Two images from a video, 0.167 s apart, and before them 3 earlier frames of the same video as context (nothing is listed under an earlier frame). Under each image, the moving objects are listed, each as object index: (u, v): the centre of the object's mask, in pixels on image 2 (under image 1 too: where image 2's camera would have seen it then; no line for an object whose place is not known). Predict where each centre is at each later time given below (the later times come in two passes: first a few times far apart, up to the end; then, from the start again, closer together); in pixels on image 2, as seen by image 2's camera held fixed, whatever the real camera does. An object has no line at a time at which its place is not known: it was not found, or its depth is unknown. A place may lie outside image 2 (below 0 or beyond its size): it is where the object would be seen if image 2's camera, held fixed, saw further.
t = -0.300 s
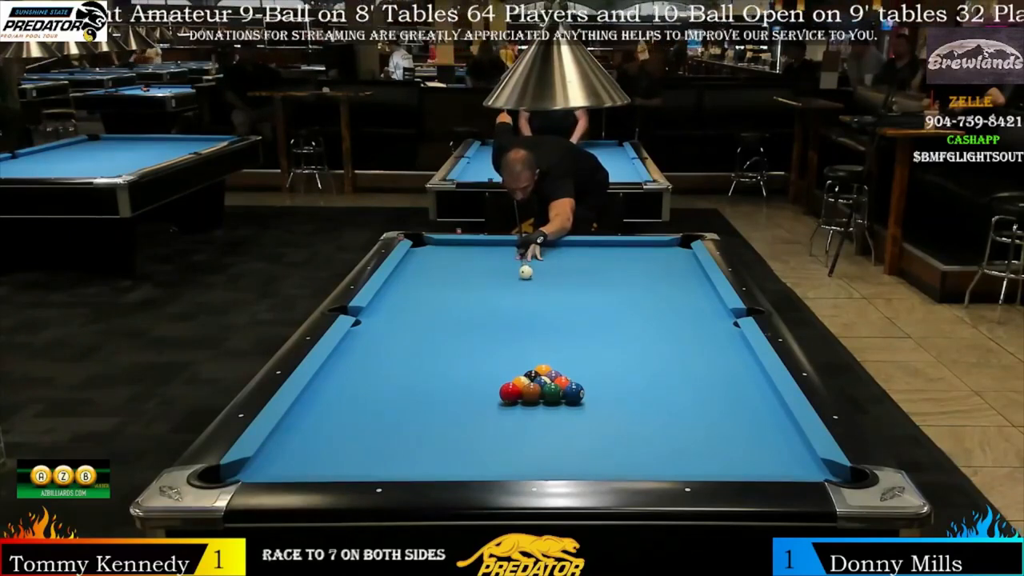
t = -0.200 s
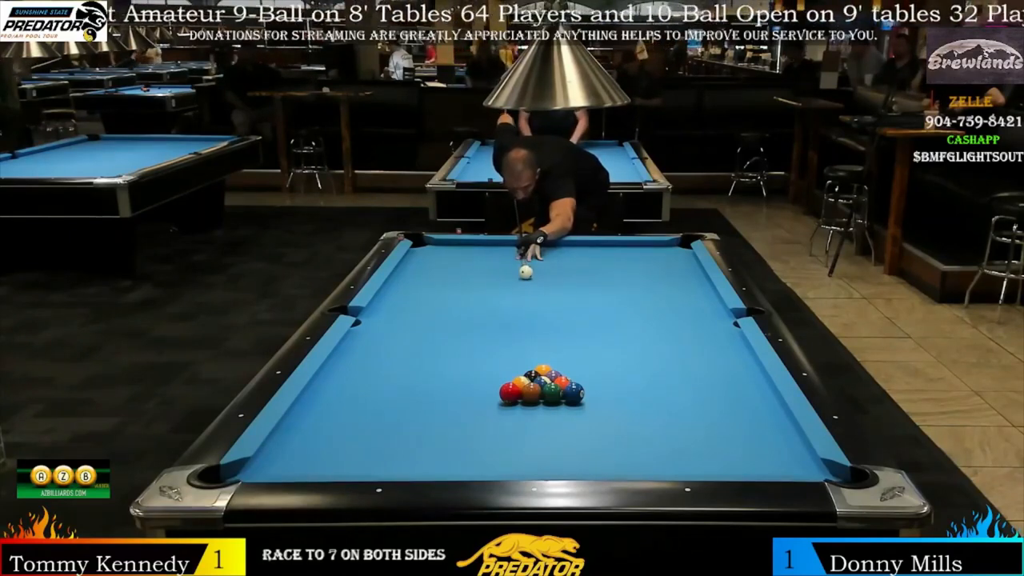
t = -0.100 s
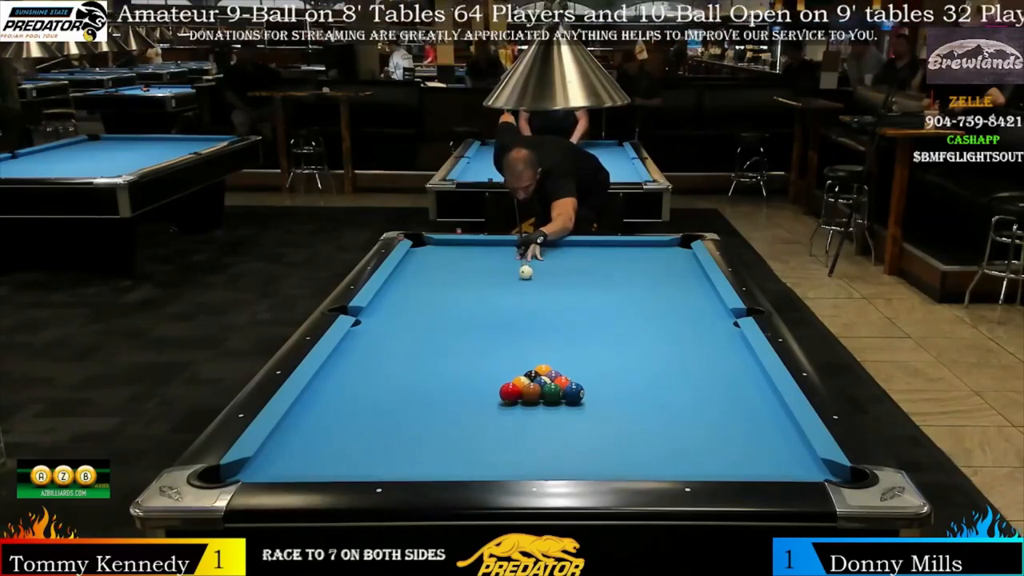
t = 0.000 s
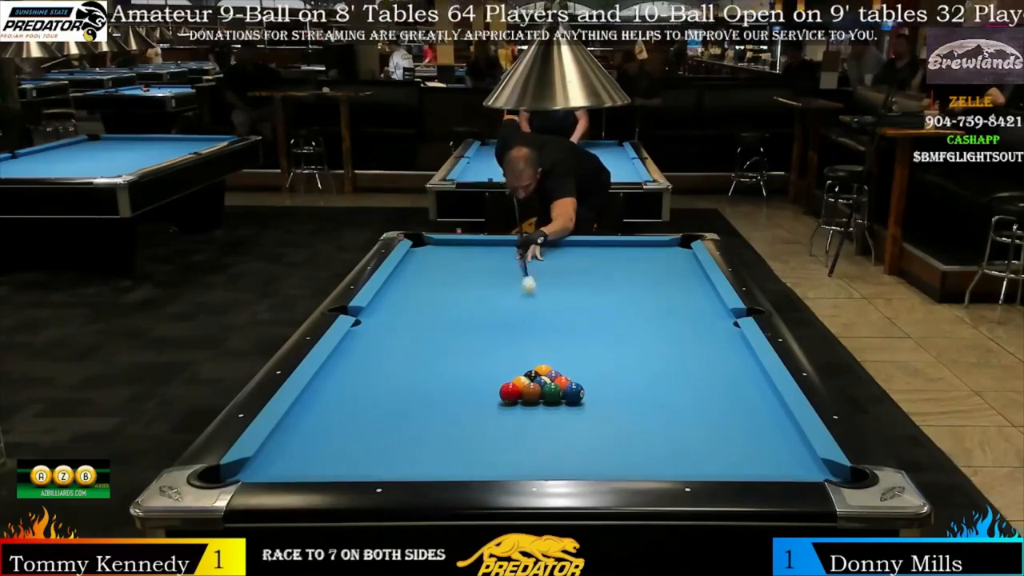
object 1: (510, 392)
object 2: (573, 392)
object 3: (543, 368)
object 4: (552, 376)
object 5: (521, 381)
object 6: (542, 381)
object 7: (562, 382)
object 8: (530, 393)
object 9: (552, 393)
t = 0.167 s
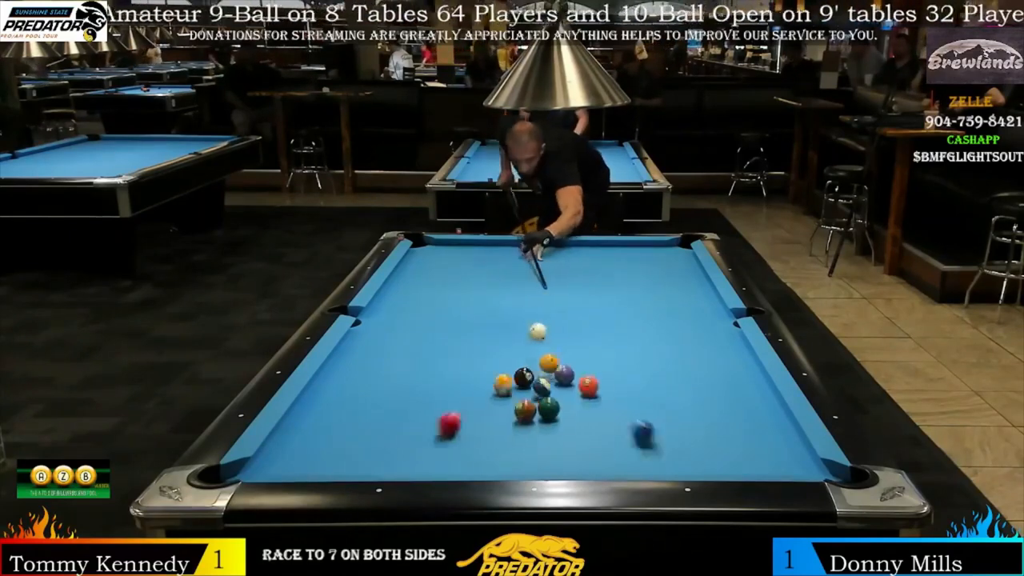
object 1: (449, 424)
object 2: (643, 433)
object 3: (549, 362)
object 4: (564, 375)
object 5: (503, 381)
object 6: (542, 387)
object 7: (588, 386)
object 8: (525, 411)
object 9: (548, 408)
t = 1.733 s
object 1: (540, 254)
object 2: (506, 251)
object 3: (657, 294)
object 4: (710, 295)
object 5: (416, 350)
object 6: (583, 367)
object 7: (597, 354)
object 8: (495, 324)
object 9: (481, 405)
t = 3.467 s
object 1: (629, 307)
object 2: (382, 302)
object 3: (673, 256)
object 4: (638, 263)
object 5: (444, 328)
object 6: (628, 326)
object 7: (526, 321)
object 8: (575, 297)
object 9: (444, 396)
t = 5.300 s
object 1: (398, 403)
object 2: (401, 324)
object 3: (646, 244)
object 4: (601, 249)
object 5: (423, 322)
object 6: (640, 312)
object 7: (534, 309)
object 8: (685, 285)
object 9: (444, 396)
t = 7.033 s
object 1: (261, 463)
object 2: (402, 327)
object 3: (645, 245)
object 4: (595, 247)
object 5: (423, 323)
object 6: (640, 312)
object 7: (534, 309)
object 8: (693, 281)
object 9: (444, 396)
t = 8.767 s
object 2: (402, 327)
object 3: (645, 246)
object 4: (595, 247)
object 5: (423, 322)
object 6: (639, 312)
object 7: (534, 309)
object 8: (693, 281)
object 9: (444, 396)
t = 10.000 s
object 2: (402, 327)
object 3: (645, 246)
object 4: (595, 247)
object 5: (423, 322)
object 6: (640, 312)
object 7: (534, 309)
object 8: (693, 281)
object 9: (444, 396)
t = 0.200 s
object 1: (416, 441)
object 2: (683, 456)
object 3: (552, 363)
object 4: (569, 373)
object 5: (496, 384)
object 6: (541, 389)
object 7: (599, 386)
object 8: (522, 420)
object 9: (547, 415)
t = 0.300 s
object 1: (341, 458)
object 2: (740, 443)
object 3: (561, 360)
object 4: (581, 365)
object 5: (476, 381)
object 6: (540, 393)
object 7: (629, 385)
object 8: (513, 446)
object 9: (541, 438)
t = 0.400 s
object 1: (322, 428)
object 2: (764, 409)
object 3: (571, 354)
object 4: (594, 359)
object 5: (455, 380)
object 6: (540, 396)
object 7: (659, 384)
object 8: (504, 466)
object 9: (536, 460)
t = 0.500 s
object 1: (307, 402)
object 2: (749, 383)
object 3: (579, 348)
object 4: (605, 352)
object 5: (435, 377)
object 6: (540, 398)
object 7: (688, 384)
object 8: (502, 453)
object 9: (533, 461)
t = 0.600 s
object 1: (336, 381)
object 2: (718, 362)
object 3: (587, 343)
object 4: (616, 346)
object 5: (415, 375)
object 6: (539, 401)
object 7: (716, 383)
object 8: (500, 436)
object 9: (533, 448)
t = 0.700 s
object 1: (364, 363)
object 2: (690, 342)
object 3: (595, 337)
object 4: (627, 341)
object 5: (396, 373)
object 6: (540, 404)
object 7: (745, 383)
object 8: (499, 421)
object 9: (533, 435)
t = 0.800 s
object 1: (391, 348)
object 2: (666, 326)
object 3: (603, 332)
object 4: (636, 335)
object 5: (377, 371)
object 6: (541, 404)
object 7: (755, 381)
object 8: (498, 408)
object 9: (533, 422)
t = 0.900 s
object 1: (413, 333)
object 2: (644, 311)
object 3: (609, 327)
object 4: (645, 329)
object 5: (359, 369)
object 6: (543, 404)
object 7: (735, 378)
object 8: (496, 395)
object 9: (530, 415)
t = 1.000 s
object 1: (434, 320)
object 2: (624, 298)
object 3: (616, 323)
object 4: (655, 325)
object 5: (342, 367)
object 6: (549, 400)
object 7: (716, 374)
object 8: (495, 383)
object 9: (523, 414)
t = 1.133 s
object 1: (459, 305)
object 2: (601, 282)
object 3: (625, 317)
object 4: (666, 319)
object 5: (341, 364)
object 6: (556, 393)
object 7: (692, 370)
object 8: (494, 369)
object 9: (514, 412)
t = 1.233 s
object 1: (475, 295)
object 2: (586, 272)
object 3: (631, 312)
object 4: (674, 314)
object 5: (355, 362)
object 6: (561, 388)
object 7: (675, 367)
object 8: (493, 359)
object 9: (508, 411)
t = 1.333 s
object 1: (490, 285)
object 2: (571, 262)
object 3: (636, 308)
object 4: (682, 310)
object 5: (368, 359)
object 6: (566, 384)
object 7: (658, 364)
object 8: (492, 350)
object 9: (502, 409)
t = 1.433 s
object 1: (504, 276)
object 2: (559, 253)
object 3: (642, 304)
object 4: (689, 306)
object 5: (381, 357)
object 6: (570, 379)
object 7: (642, 362)
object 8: (491, 341)
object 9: (496, 408)
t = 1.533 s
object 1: (517, 268)
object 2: (547, 245)
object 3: (647, 301)
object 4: (696, 302)
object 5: (393, 355)
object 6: (575, 375)
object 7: (626, 359)
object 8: (490, 333)
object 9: (491, 407)
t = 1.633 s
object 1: (529, 261)
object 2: (528, 246)
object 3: (653, 297)
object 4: (703, 299)
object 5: (405, 353)
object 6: (579, 371)
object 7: (611, 356)
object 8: (490, 327)
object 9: (486, 406)
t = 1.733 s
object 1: (540, 254)
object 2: (506, 251)
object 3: (657, 294)
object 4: (710, 295)
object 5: (416, 350)
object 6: (583, 367)
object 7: (597, 354)
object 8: (495, 324)
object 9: (481, 405)
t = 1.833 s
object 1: (550, 247)
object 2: (483, 256)
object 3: (662, 291)
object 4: (707, 292)
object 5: (427, 349)
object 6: (586, 364)
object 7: (582, 350)
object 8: (499, 322)
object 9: (477, 404)
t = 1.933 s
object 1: (562, 244)
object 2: (459, 262)
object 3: (667, 287)
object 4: (701, 290)
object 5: (438, 347)
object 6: (590, 361)
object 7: (569, 349)
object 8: (503, 320)
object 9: (472, 403)
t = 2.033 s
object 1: (579, 247)
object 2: (434, 267)
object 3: (671, 284)
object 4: (696, 288)
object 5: (448, 345)
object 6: (594, 358)
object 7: (556, 347)
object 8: (507, 318)
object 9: (469, 402)
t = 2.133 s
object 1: (595, 251)
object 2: (408, 272)
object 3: (675, 282)
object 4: (691, 285)
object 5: (458, 343)
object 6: (597, 355)
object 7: (543, 345)
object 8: (511, 316)
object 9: (465, 401)
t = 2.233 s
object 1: (613, 255)
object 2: (403, 277)
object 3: (677, 278)
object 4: (686, 283)
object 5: (467, 342)
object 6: (600, 352)
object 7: (530, 343)
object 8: (515, 314)
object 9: (462, 400)
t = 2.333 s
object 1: (630, 259)
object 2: (415, 283)
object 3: (685, 274)
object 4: (681, 281)
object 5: (476, 340)
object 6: (603, 349)
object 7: (518, 341)
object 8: (518, 312)
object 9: (459, 400)
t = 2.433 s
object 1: (648, 264)
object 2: (426, 288)
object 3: (686, 273)
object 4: (676, 280)
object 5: (485, 338)
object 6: (606, 346)
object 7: (507, 338)
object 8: (521, 310)
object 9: (456, 399)
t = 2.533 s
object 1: (667, 267)
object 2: (420, 290)
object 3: (690, 272)
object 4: (672, 277)
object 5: (481, 337)
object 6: (609, 344)
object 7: (508, 336)
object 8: (524, 309)
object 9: (454, 399)
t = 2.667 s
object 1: (694, 274)
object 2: (412, 291)
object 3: (694, 265)
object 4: (666, 275)
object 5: (475, 335)
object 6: (612, 341)
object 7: (511, 333)
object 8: (528, 306)
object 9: (451, 398)
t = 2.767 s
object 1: (696, 278)
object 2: (406, 292)
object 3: (695, 265)
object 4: (662, 274)
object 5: (469, 334)
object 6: (615, 339)
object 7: (513, 332)
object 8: (531, 305)
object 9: (449, 397)
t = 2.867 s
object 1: (687, 282)
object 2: (400, 294)
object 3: (691, 264)
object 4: (658, 272)
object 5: (465, 333)
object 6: (617, 337)
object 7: (515, 330)
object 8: (534, 304)
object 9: (448, 397)
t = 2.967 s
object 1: (678, 286)
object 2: (394, 295)
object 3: (688, 263)
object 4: (654, 270)
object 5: (461, 332)
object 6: (619, 335)
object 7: (518, 328)
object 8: (536, 302)
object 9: (447, 396)
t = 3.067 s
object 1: (668, 290)
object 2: (389, 296)
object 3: (685, 261)
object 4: (651, 269)
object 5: (457, 331)
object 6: (621, 333)
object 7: (519, 326)
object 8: (539, 301)
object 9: (445, 396)
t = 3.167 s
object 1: (659, 294)
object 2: (383, 298)
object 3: (682, 259)
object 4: (647, 267)
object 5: (453, 330)
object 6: (623, 331)
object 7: (521, 325)
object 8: (549, 300)
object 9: (444, 396)
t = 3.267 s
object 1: (649, 298)
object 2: (380, 299)
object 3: (679, 258)
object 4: (644, 266)
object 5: (450, 329)
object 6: (625, 329)
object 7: (523, 323)
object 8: (558, 299)
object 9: (444, 396)
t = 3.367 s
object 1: (639, 303)
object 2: (381, 301)
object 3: (676, 257)
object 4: (641, 265)
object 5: (447, 329)
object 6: (627, 328)
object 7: (524, 322)
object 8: (566, 298)
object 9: (444, 396)
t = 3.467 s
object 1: (629, 307)
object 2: (382, 302)
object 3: (673, 256)
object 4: (638, 263)
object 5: (444, 328)
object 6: (628, 326)
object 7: (526, 321)
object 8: (575, 297)
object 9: (444, 396)
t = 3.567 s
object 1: (618, 311)
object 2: (384, 304)
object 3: (671, 255)
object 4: (635, 262)
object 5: (441, 327)
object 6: (630, 325)
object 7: (527, 319)
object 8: (583, 296)
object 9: (444, 396)
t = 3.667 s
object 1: (608, 316)
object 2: (385, 306)
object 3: (669, 253)
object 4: (632, 262)
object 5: (439, 327)
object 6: (631, 324)
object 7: (528, 319)
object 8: (591, 295)
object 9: (444, 396)
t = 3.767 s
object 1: (597, 321)
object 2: (386, 307)
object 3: (666, 252)
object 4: (629, 260)
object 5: (436, 326)
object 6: (632, 322)
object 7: (529, 317)
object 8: (599, 294)
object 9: (444, 396)
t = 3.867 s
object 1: (586, 325)
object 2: (387, 309)
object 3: (664, 251)
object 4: (627, 259)
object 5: (434, 325)
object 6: (633, 320)
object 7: (531, 316)
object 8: (606, 294)
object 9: (444, 396)
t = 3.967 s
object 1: (575, 330)
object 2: (389, 310)
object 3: (662, 250)
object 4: (624, 258)
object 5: (432, 325)
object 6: (634, 320)
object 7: (532, 315)
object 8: (613, 293)
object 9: (444, 396)
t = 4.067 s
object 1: (563, 335)
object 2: (390, 312)
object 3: (660, 249)
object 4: (622, 258)
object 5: (430, 324)
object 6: (635, 319)
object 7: (533, 314)
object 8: (620, 292)
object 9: (444, 396)
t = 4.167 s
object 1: (551, 340)
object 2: (390, 313)
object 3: (658, 248)
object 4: (619, 256)
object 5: (429, 324)
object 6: (637, 317)
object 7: (534, 314)
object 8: (626, 291)
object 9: (444, 396)
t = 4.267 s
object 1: (539, 345)
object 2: (392, 314)
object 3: (656, 247)
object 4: (618, 256)
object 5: (427, 324)
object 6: (637, 317)
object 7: (534, 313)
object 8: (633, 290)
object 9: (444, 396)
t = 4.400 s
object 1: (522, 352)
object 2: (393, 316)
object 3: (654, 246)
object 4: (615, 255)
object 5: (426, 323)
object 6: (638, 316)
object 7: (535, 312)
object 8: (640, 290)
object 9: (444, 396)
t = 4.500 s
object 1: (510, 357)
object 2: (394, 317)
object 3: (653, 245)
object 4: (613, 254)
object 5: (425, 323)
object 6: (638, 315)
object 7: (535, 311)
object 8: (646, 289)
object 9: (444, 396)
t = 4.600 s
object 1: (497, 362)
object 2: (395, 318)
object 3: (651, 245)
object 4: (611, 253)
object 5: (424, 323)
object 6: (639, 315)
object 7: (535, 311)
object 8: (652, 289)
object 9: (444, 396)
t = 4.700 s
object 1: (484, 368)
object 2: (396, 319)
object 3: (649, 244)
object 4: (609, 252)
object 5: (423, 322)
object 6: (639, 314)
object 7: (535, 310)
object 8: (657, 288)
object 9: (444, 396)
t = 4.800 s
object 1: (470, 373)
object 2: (397, 320)
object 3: (648, 243)
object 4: (608, 251)
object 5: (423, 322)
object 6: (640, 313)
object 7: (535, 310)
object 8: (662, 287)
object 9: (444, 396)
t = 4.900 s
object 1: (457, 379)
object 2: (398, 321)
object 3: (647, 243)
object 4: (606, 251)
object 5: (423, 322)
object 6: (640, 312)
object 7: (535, 310)
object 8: (667, 287)
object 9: (444, 396)
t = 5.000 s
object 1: (442, 381)
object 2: (399, 322)
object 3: (647, 243)
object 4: (605, 250)
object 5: (423, 322)
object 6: (640, 312)
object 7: (535, 310)
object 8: (672, 286)
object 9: (444, 396)
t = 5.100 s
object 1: (428, 390)
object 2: (399, 323)
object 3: (646, 244)
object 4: (604, 250)
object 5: (423, 322)
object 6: (640, 312)
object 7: (534, 310)
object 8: (676, 286)
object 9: (445, 396)
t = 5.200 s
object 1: (413, 397)
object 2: (400, 323)
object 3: (646, 244)
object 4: (602, 249)
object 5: (423, 322)
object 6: (640, 312)
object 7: (534, 310)
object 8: (680, 286)
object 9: (444, 396)
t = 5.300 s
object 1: (398, 403)
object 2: (401, 324)
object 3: (646, 244)
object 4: (601, 249)
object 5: (423, 322)
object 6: (640, 312)
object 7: (534, 309)
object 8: (685, 285)
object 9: (444, 396)
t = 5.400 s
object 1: (384, 409)
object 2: (402, 325)
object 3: (645, 244)
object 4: (600, 249)
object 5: (423, 322)
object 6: (639, 311)
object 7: (534, 309)
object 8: (688, 285)
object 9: (444, 396)
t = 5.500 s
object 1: (368, 416)
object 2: (402, 325)
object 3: (645, 245)
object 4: (599, 248)
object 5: (423, 322)
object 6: (639, 311)
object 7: (534, 309)
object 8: (692, 284)
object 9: (444, 396)
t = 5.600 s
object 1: (352, 422)
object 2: (403, 326)
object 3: (645, 245)
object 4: (598, 248)
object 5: (423, 322)
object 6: (639, 311)
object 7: (534, 309)
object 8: (695, 284)
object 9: (444, 396)
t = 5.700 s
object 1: (336, 429)
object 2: (403, 326)
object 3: (645, 245)
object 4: (597, 248)
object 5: (423, 322)
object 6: (639, 312)
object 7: (534, 309)
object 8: (698, 284)
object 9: (444, 396)
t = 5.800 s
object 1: (319, 435)
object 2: (403, 326)
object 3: (645, 245)
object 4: (597, 248)
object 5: (424, 322)
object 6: (639, 312)
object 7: (534, 309)
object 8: (701, 283)
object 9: (444, 396)
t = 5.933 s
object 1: (297, 445)
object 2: (403, 327)
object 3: (645, 245)
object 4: (597, 247)
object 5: (424, 322)
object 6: (640, 312)
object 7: (534, 309)
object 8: (704, 283)
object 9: (444, 396)
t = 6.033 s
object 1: (280, 452)
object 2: (403, 327)
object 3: (645, 245)
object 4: (596, 247)
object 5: (423, 322)
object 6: (640, 312)
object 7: (534, 309)
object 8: (702, 282)
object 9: (444, 396)
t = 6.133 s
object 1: (265, 459)
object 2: (402, 327)
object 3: (645, 245)
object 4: (596, 247)
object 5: (424, 322)
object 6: (640, 312)
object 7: (534, 309)
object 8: (701, 282)
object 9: (444, 396)
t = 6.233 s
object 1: (266, 463)
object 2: (402, 327)
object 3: (645, 245)
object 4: (596, 247)
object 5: (423, 322)
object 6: (640, 312)
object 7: (534, 309)
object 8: (699, 282)
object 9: (444, 396)
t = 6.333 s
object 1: (268, 466)
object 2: (402, 327)
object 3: (645, 245)
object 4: (596, 247)
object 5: (423, 322)
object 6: (640, 312)
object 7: (534, 309)
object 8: (698, 282)
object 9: (444, 396)
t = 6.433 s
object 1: (269, 468)
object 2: (402, 327)
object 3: (645, 245)
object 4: (596, 247)
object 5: (423, 322)
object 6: (640, 312)
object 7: (534, 309)
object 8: (697, 282)
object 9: (444, 396)
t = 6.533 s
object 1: (268, 469)
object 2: (402, 327)
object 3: (645, 245)
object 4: (596, 247)
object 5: (423, 323)
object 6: (640, 312)
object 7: (534, 309)
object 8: (696, 282)
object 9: (444, 396)
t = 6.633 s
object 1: (267, 468)
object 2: (402, 327)
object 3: (645, 245)
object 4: (595, 247)
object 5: (423, 322)
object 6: (640, 312)
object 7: (534, 309)
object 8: (695, 282)
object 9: (444, 396)
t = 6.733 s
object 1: (265, 467)
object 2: (402, 327)
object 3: (645, 245)
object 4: (595, 247)
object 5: (423, 323)
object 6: (640, 312)
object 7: (534, 309)
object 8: (694, 281)
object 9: (444, 396)
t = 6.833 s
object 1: (264, 466)
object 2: (402, 327)
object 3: (645, 245)
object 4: (595, 247)
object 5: (423, 322)
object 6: (640, 312)
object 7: (534, 309)
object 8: (694, 281)
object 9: (444, 396)
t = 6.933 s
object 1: (263, 465)
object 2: (402, 327)
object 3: (645, 245)
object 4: (595, 247)
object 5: (423, 323)
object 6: (640, 312)
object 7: (534, 309)
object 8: (693, 281)
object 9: (444, 396)
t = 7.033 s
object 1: (261, 463)
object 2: (402, 327)
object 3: (645, 245)
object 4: (595, 247)
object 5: (423, 323)
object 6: (640, 312)
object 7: (534, 309)
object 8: (693, 281)
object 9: (444, 396)
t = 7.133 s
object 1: (261, 463)
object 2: (402, 327)
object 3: (645, 245)
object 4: (595, 247)
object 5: (423, 323)
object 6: (640, 312)
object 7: (534, 309)
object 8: (693, 281)
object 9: (444, 396)
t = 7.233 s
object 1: (262, 462)
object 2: (402, 327)
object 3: (645, 245)
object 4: (595, 247)
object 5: (423, 323)
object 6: (640, 312)
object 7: (534, 309)
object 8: (694, 281)
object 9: (444, 396)
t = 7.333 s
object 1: (263, 462)
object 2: (402, 327)
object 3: (645, 245)
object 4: (596, 247)
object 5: (423, 323)
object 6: (640, 312)
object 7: (534, 309)
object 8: (694, 281)
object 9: (444, 396)
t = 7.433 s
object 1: (264, 462)
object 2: (402, 327)
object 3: (645, 245)
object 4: (595, 247)
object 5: (423, 322)
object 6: (640, 312)
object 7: (534, 309)
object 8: (694, 281)
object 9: (444, 396)
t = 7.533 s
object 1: (265, 461)
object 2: (402, 327)
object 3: (645, 246)
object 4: (595, 247)
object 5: (423, 322)
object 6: (640, 312)
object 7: (534, 309)
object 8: (693, 281)
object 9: (444, 396)
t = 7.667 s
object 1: (265, 461)
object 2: (402, 327)
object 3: (645, 246)
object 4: (595, 247)
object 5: (423, 323)
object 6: (640, 312)
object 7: (534, 309)
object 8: (694, 281)
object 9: (444, 396)
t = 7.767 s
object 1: (265, 461)
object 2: (402, 327)
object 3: (645, 246)
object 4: (595, 247)
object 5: (423, 323)
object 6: (640, 312)
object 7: (534, 309)
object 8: (694, 281)
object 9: (444, 396)
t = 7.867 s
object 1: (265, 461)
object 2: (402, 327)
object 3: (645, 246)
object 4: (595, 247)
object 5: (423, 323)
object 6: (640, 312)
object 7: (534, 309)
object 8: (694, 281)
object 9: (444, 396)
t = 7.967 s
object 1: (265, 461)
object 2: (402, 327)
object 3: (645, 246)
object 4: (595, 247)
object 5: (423, 323)
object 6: (640, 312)
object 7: (534, 309)
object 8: (694, 281)
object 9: (444, 396)
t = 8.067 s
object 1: (265, 461)
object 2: (402, 327)
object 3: (645, 246)
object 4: (595, 247)
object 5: (423, 323)
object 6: (640, 312)
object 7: (534, 309)
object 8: (693, 281)
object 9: (444, 396)
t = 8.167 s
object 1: (265, 461)
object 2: (402, 327)
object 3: (645, 246)
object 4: (595, 247)
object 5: (423, 322)
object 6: (640, 312)
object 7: (534, 309)
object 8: (693, 281)
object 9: (444, 396)
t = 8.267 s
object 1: (266, 461)
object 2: (402, 327)
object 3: (645, 246)
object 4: (595, 247)
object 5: (423, 322)
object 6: (640, 312)
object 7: (534, 309)
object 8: (693, 281)
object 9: (444, 396)
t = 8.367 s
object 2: (402, 327)
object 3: (645, 246)
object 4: (595, 247)
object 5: (423, 322)
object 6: (640, 312)
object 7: (534, 309)
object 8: (693, 281)
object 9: (444, 396)
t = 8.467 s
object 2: (402, 327)
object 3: (645, 246)
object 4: (595, 247)
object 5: (423, 322)
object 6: (640, 312)
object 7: (534, 309)
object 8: (693, 281)
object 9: (444, 396)
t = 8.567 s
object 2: (402, 327)
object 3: (645, 246)
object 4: (595, 247)
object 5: (423, 322)
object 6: (640, 312)
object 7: (534, 309)
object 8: (693, 281)
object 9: (444, 396)
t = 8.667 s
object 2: (402, 327)
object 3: (645, 246)
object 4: (595, 247)
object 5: (423, 322)
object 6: (640, 312)
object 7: (534, 309)
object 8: (693, 281)
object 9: (444, 396)
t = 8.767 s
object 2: (402, 327)
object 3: (645, 246)
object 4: (595, 247)
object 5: (423, 322)
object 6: (639, 312)
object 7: (534, 309)
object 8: (693, 281)
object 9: (444, 396)
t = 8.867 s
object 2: (402, 327)
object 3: (645, 246)
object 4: (595, 247)
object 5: (423, 322)
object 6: (640, 312)
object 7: (534, 309)
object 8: (693, 281)
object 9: (444, 396)
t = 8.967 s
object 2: (402, 327)
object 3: (645, 246)
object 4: (595, 247)
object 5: (423, 322)
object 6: (640, 312)
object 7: (534, 309)
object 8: (693, 281)
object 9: (444, 396)
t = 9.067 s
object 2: (402, 327)
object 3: (645, 246)
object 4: (595, 247)
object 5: (423, 322)
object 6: (639, 312)
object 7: (534, 309)
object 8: (693, 281)
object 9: (444, 396)
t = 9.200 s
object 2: (402, 327)
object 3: (645, 246)
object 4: (595, 247)
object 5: (423, 322)
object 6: (640, 312)
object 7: (534, 309)
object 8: (693, 281)
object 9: (444, 396)
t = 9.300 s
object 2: (402, 327)
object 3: (645, 246)
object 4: (595, 247)
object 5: (423, 322)
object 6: (640, 312)
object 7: (534, 309)
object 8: (693, 281)
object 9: (444, 396)
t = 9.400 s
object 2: (402, 327)
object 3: (645, 246)
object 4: (595, 247)
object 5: (423, 322)
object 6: (640, 312)
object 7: (534, 309)
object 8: (694, 281)
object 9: (444, 396)
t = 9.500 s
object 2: (402, 327)
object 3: (645, 246)
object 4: (595, 247)
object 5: (423, 322)
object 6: (640, 312)
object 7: (534, 309)
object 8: (693, 281)
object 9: (444, 396)
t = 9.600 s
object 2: (402, 327)
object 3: (645, 246)
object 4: (595, 247)
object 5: (423, 322)
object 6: (640, 312)
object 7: (534, 309)
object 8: (693, 281)
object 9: (444, 396)
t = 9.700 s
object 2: (402, 327)
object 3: (645, 246)
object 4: (595, 247)
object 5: (423, 322)
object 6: (640, 312)
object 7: (534, 309)
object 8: (693, 281)
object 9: (444, 396)
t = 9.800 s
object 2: (402, 327)
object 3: (645, 246)
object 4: (595, 247)
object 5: (423, 322)
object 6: (640, 312)
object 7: (534, 309)
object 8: (693, 281)
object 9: (444, 396)
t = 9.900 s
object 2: (402, 327)
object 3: (645, 246)
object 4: (595, 247)
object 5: (423, 322)
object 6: (640, 312)
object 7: (534, 309)
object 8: (693, 281)
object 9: (444, 396)
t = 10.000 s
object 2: (402, 327)
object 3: (645, 246)
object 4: (595, 247)
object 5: (423, 322)
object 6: (640, 312)
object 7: (534, 309)
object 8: (693, 281)
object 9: (444, 396)
